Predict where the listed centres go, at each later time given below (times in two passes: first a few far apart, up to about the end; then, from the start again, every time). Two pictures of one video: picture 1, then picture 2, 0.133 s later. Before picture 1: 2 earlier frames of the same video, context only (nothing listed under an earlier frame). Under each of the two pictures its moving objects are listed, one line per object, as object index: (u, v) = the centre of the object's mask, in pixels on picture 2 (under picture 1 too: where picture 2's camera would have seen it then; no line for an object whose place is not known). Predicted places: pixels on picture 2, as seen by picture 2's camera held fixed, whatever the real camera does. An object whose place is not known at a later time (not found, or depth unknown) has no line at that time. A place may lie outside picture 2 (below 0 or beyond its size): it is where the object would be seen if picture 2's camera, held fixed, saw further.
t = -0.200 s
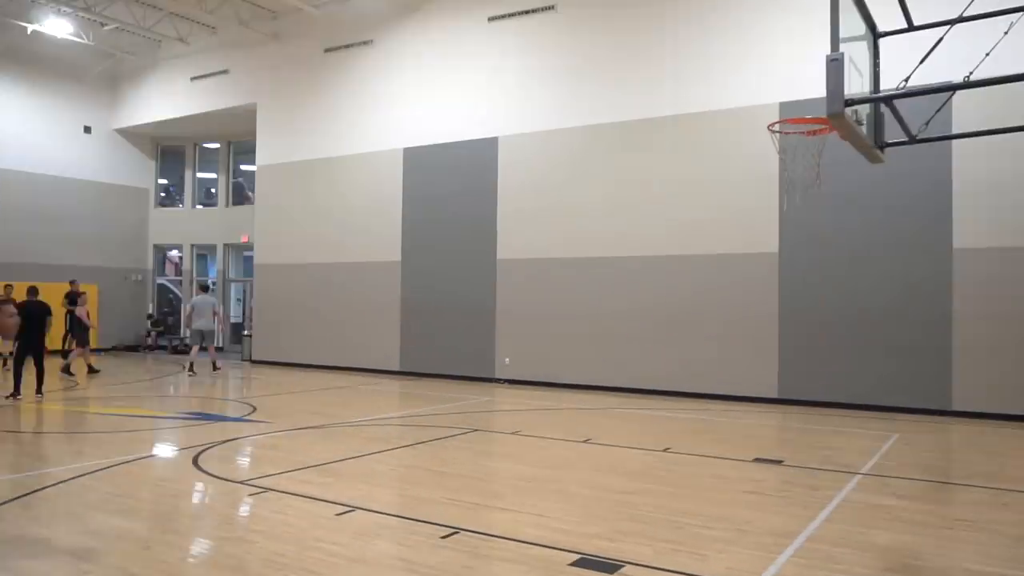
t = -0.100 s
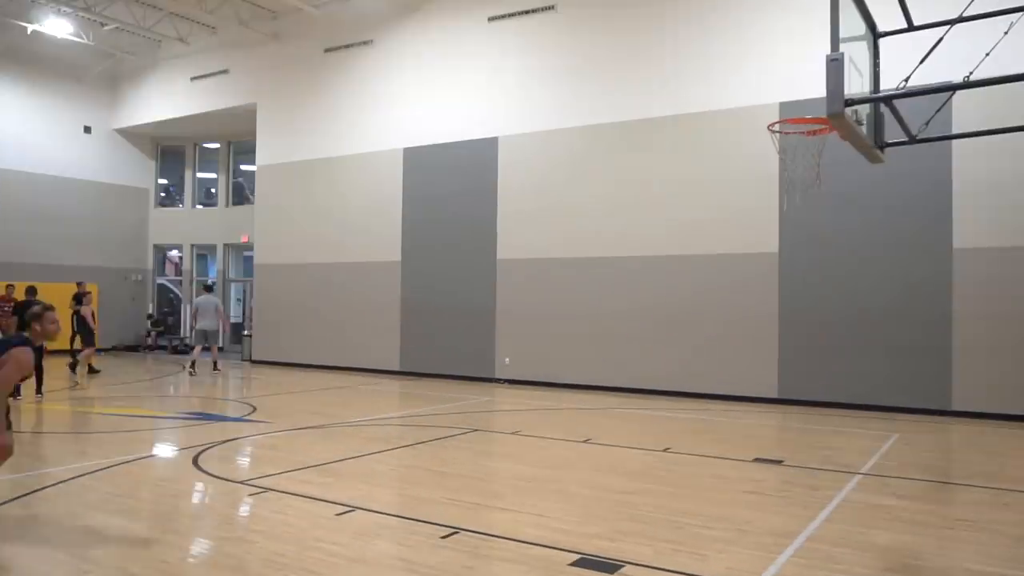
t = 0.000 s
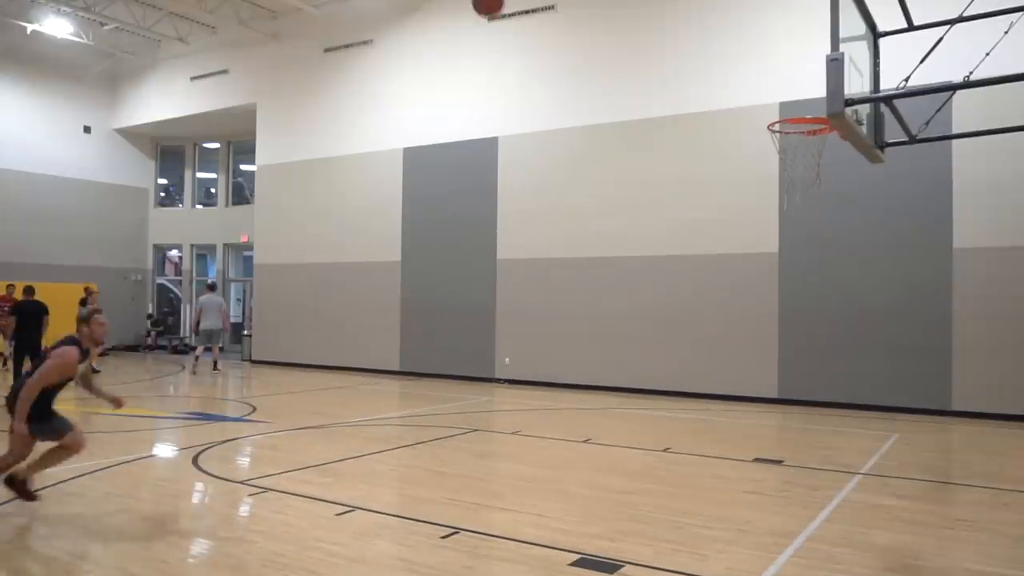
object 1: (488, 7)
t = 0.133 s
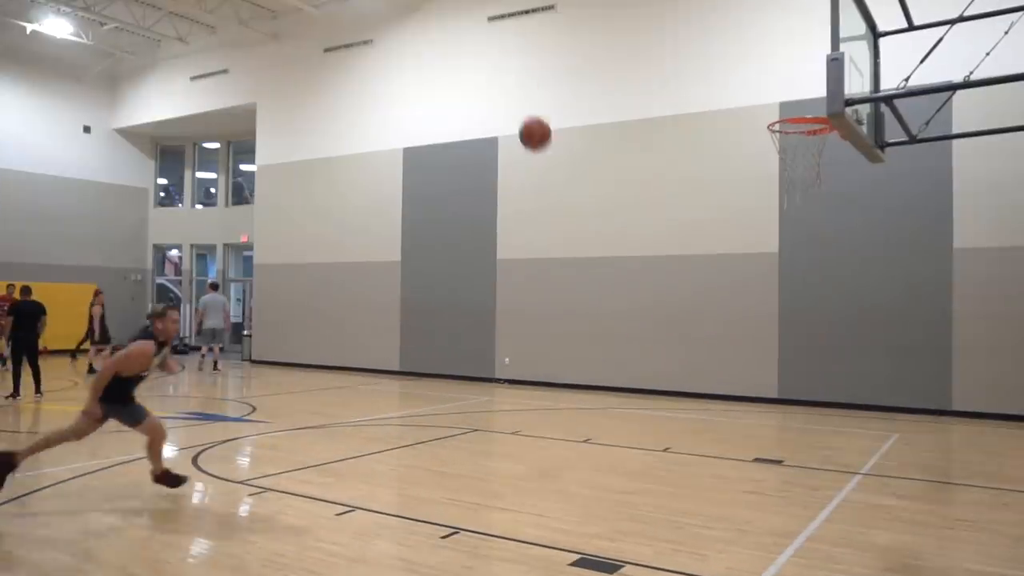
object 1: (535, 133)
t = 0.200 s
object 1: (557, 207)
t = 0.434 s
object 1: (630, 494)
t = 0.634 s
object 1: (649, 348)
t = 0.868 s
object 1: (668, 227)
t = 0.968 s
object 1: (676, 197)
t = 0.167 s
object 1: (546, 169)
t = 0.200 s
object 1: (557, 207)
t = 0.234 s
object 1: (568, 245)
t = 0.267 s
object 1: (579, 284)
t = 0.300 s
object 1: (590, 324)
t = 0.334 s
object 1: (600, 365)
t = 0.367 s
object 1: (611, 407)
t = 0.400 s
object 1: (620, 450)
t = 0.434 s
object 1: (630, 494)
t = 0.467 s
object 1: (634, 477)
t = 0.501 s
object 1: (637, 448)
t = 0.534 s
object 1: (640, 421)
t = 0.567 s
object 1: (643, 395)
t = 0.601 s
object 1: (646, 371)
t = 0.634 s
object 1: (649, 348)
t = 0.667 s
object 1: (652, 326)
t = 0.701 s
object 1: (654, 306)
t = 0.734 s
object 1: (658, 287)
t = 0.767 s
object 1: (660, 271)
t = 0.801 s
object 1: (663, 255)
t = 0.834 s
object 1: (666, 240)
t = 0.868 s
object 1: (668, 227)
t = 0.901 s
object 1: (671, 216)
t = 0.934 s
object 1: (673, 206)
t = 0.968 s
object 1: (676, 197)
